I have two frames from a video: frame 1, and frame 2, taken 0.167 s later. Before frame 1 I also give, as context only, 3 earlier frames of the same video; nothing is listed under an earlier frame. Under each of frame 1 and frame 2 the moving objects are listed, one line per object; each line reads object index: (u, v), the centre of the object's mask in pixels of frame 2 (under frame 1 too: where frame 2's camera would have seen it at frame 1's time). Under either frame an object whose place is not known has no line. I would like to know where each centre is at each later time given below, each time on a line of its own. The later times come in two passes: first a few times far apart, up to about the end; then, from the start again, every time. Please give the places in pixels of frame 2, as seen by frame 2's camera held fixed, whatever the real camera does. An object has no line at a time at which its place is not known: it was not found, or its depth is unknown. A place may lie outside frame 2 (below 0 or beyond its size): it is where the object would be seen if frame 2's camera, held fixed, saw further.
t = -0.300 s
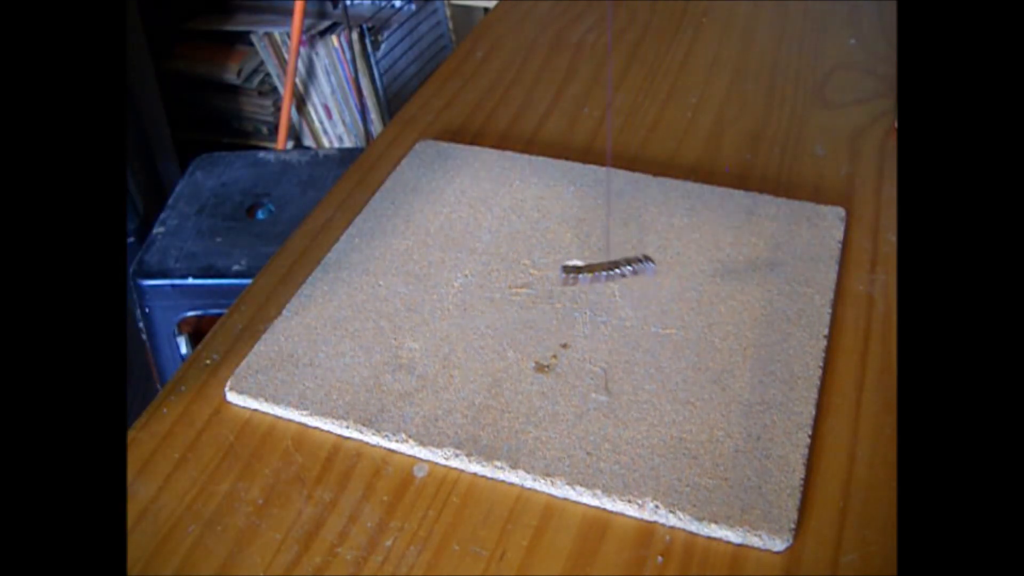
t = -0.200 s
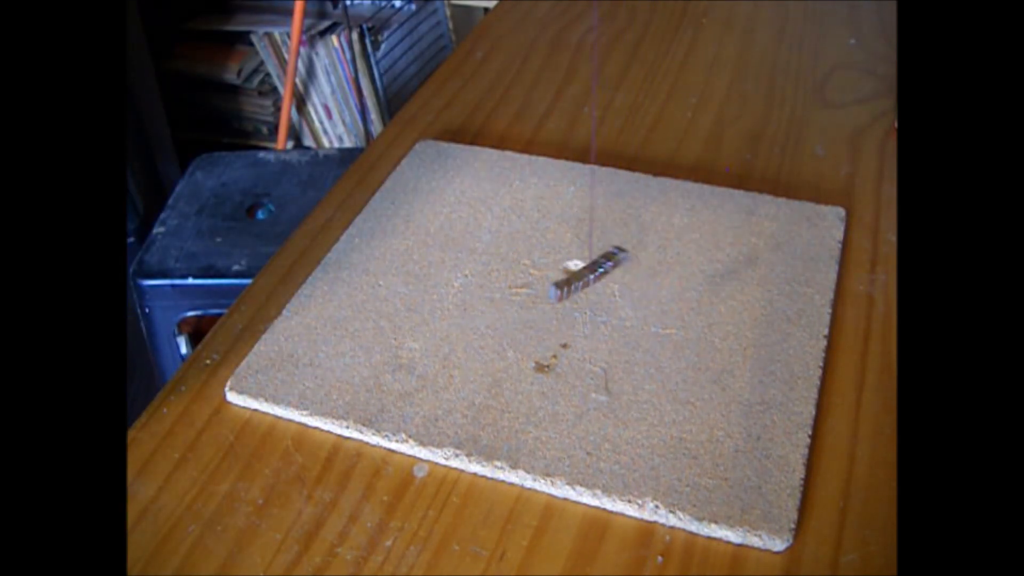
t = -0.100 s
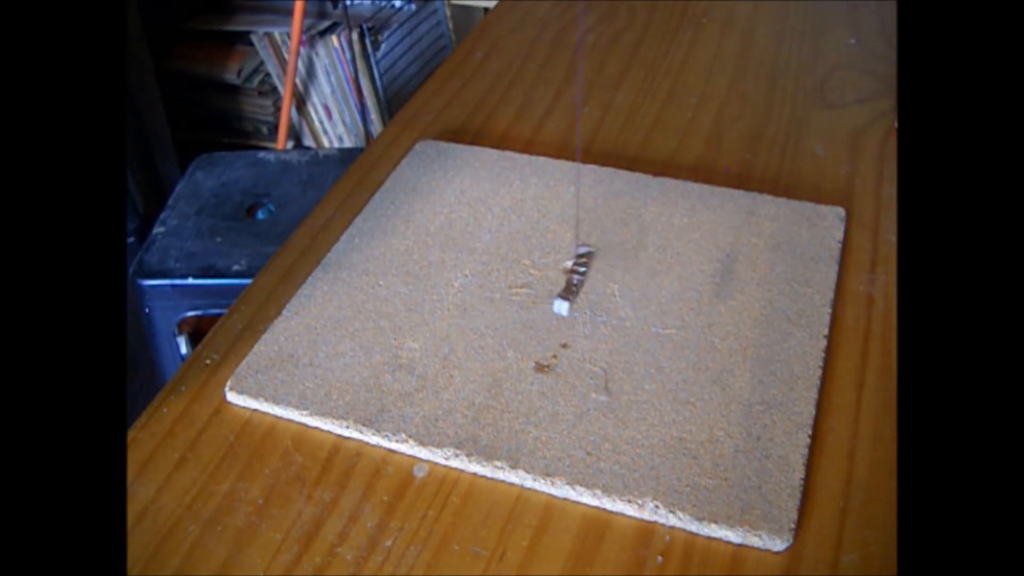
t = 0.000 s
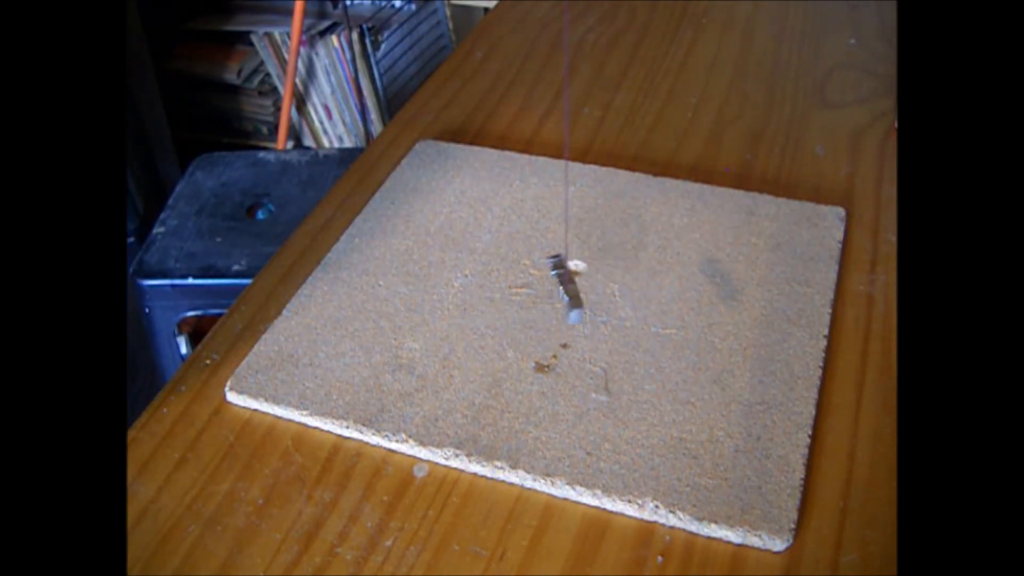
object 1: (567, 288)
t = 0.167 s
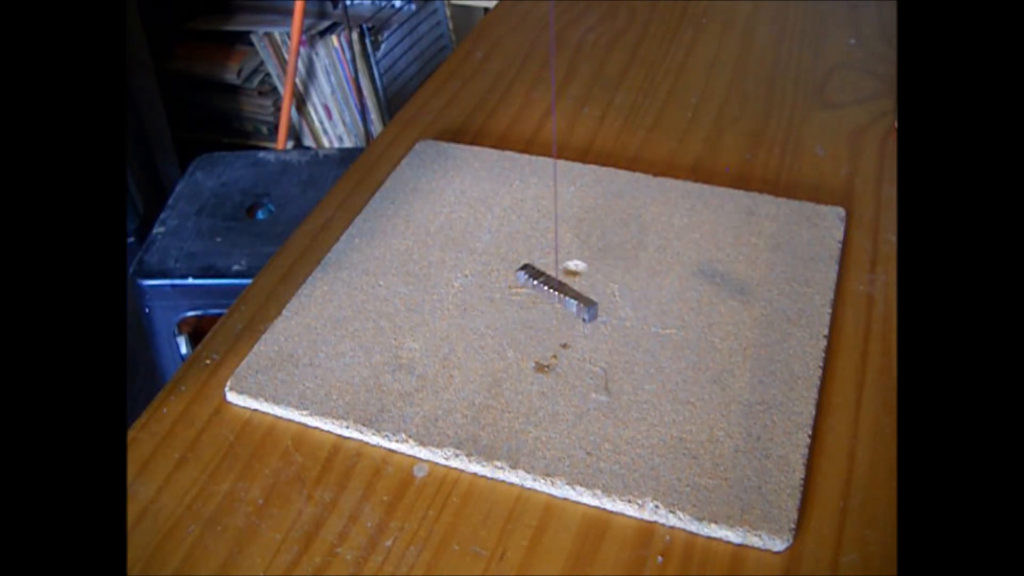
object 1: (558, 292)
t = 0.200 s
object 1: (557, 293)
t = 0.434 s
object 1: (546, 289)
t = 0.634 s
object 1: (544, 277)
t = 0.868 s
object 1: (556, 270)
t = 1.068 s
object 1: (567, 256)
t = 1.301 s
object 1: (568, 247)
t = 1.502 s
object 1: (572, 245)
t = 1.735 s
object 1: (583, 264)
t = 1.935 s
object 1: (596, 271)
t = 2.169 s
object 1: (602, 272)
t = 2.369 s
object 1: (590, 275)
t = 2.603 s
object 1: (569, 275)
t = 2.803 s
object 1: (555, 291)
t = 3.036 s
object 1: (558, 318)
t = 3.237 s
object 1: (579, 325)
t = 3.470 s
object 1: (592, 330)
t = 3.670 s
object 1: (593, 327)
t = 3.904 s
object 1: (581, 323)
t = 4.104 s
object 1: (574, 327)
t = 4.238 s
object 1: (571, 329)
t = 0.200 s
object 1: (557, 293)
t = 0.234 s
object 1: (556, 294)
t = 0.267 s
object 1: (555, 295)
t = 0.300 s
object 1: (553, 294)
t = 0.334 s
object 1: (551, 292)
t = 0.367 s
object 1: (549, 291)
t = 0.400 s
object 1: (547, 290)
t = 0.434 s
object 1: (546, 289)
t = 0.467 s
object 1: (546, 287)
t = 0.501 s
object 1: (544, 284)
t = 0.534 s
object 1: (543, 282)
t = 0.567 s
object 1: (543, 282)
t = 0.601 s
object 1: (543, 279)
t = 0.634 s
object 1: (544, 277)
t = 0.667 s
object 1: (545, 275)
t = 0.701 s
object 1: (546, 273)
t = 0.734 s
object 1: (548, 273)
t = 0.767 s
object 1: (551, 272)
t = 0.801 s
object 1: (552, 271)
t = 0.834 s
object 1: (554, 271)
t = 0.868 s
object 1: (556, 270)
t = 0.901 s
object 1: (558, 269)
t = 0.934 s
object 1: (558, 267)
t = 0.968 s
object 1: (564, 264)
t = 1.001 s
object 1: (565, 261)
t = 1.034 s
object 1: (567, 258)
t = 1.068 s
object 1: (567, 256)
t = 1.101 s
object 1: (568, 253)
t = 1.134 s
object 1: (569, 251)
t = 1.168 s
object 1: (569, 251)
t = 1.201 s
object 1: (569, 250)
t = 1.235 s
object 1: (569, 250)
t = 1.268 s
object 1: (569, 248)
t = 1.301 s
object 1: (568, 247)
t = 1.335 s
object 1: (567, 247)
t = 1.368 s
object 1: (567, 246)
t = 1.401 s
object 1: (568, 245)
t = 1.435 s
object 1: (568, 245)
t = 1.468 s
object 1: (570, 246)
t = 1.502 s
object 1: (572, 245)
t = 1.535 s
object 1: (574, 246)
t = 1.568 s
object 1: (575, 247)
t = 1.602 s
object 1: (577, 249)
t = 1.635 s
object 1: (578, 253)
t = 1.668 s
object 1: (580, 256)
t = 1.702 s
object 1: (581, 261)
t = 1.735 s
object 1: (583, 264)
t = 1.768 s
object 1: (585, 267)
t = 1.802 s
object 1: (588, 270)
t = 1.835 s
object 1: (590, 271)
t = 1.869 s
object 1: (593, 272)
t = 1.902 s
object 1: (595, 271)
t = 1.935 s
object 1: (596, 271)
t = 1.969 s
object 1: (598, 270)
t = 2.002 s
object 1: (600, 269)
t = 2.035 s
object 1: (602, 270)
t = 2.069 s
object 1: (603, 269)
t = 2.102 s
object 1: (603, 269)
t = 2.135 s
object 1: (603, 270)
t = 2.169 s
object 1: (602, 272)
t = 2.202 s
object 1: (600, 273)
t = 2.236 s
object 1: (598, 274)
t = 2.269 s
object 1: (596, 275)
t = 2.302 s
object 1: (594, 275)
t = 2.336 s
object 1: (591, 275)
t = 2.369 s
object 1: (590, 275)
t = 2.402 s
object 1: (587, 274)
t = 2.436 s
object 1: (585, 274)
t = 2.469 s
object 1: (582, 274)
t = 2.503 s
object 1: (579, 274)
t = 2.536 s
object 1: (575, 274)
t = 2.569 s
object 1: (572, 274)
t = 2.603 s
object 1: (569, 275)
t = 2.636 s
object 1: (566, 276)
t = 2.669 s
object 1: (562, 278)
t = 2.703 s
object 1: (560, 280)
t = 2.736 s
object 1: (556, 283)
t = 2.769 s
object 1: (555, 287)
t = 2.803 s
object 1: (555, 291)
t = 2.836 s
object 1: (555, 295)
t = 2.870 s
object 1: (554, 299)
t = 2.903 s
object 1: (554, 304)
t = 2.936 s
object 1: (556, 308)
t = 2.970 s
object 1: (557, 311)
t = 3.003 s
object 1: (557, 314)
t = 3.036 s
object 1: (558, 318)
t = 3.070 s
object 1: (561, 320)
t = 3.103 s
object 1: (565, 323)
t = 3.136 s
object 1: (569, 323)
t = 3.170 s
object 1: (573, 322)
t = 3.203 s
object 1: (576, 323)
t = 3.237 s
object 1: (579, 325)
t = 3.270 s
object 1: (582, 327)
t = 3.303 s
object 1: (584, 328)
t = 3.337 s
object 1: (586, 329)
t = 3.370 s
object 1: (588, 330)
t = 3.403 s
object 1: (589, 331)
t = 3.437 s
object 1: (591, 330)
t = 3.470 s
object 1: (592, 330)
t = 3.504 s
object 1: (593, 330)
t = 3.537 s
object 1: (594, 329)
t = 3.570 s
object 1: (594, 328)
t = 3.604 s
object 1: (594, 327)
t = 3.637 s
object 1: (594, 326)
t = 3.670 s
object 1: (593, 327)
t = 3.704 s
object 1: (590, 327)
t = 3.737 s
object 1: (588, 326)
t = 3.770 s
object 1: (587, 325)
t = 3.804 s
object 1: (584, 325)
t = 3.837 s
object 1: (583, 324)
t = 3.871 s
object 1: (582, 323)
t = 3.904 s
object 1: (581, 323)
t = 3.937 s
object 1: (579, 323)
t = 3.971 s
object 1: (578, 323)
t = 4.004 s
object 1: (577, 324)
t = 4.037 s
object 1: (575, 325)
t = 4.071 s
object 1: (575, 327)
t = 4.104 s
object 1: (574, 327)
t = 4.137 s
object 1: (573, 328)
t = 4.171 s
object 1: (572, 328)
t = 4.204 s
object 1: (572, 328)
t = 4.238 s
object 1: (571, 329)
